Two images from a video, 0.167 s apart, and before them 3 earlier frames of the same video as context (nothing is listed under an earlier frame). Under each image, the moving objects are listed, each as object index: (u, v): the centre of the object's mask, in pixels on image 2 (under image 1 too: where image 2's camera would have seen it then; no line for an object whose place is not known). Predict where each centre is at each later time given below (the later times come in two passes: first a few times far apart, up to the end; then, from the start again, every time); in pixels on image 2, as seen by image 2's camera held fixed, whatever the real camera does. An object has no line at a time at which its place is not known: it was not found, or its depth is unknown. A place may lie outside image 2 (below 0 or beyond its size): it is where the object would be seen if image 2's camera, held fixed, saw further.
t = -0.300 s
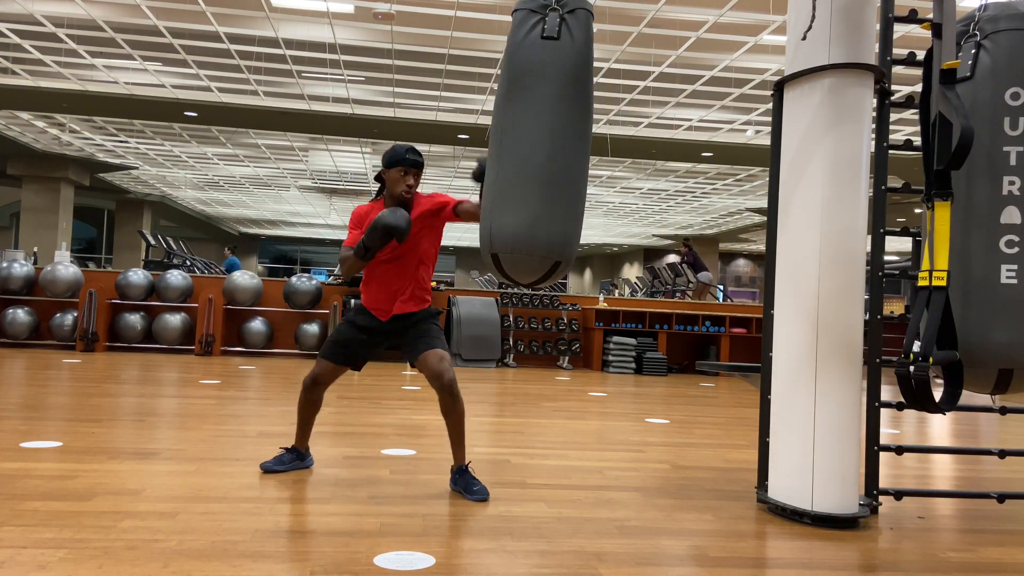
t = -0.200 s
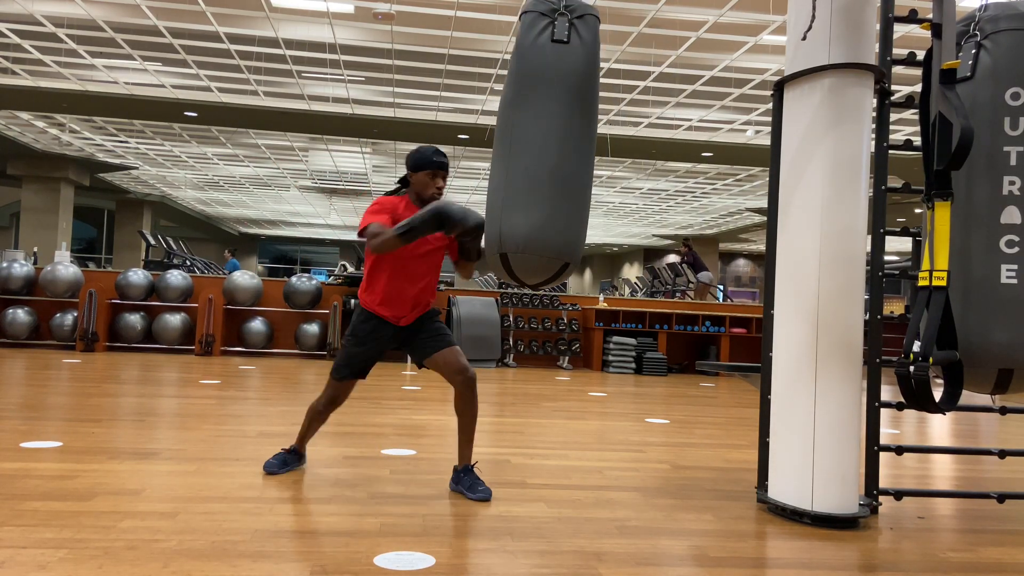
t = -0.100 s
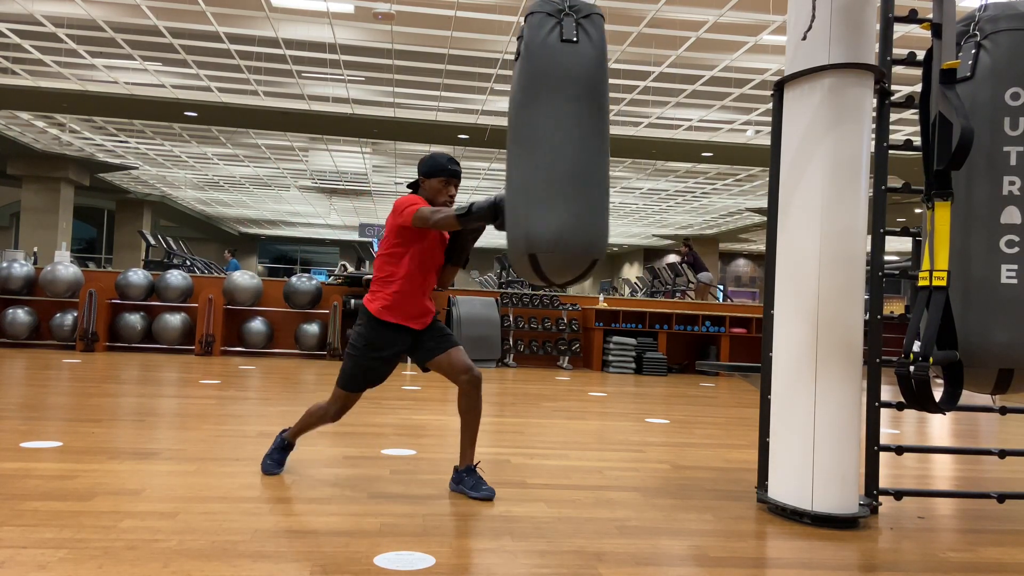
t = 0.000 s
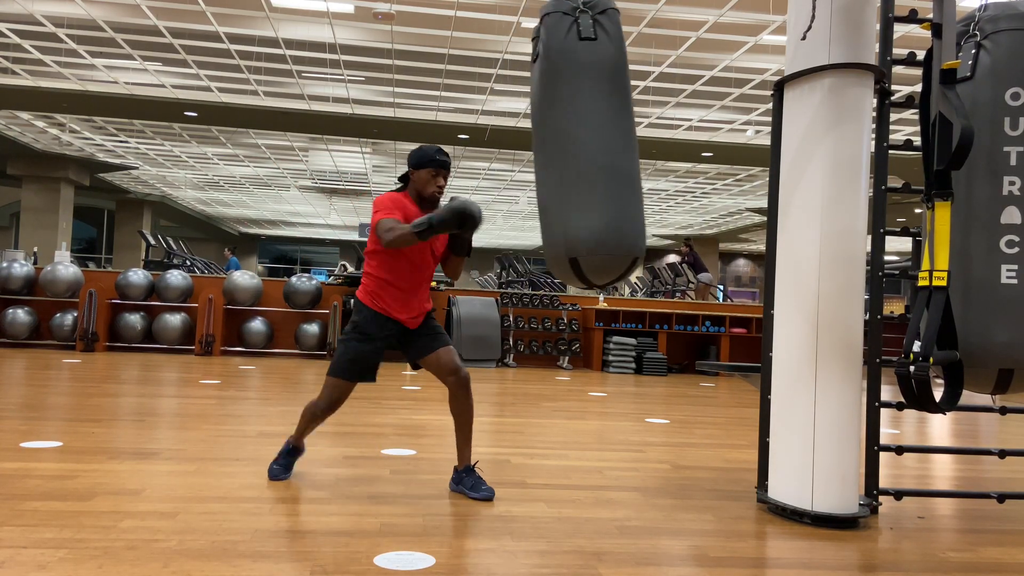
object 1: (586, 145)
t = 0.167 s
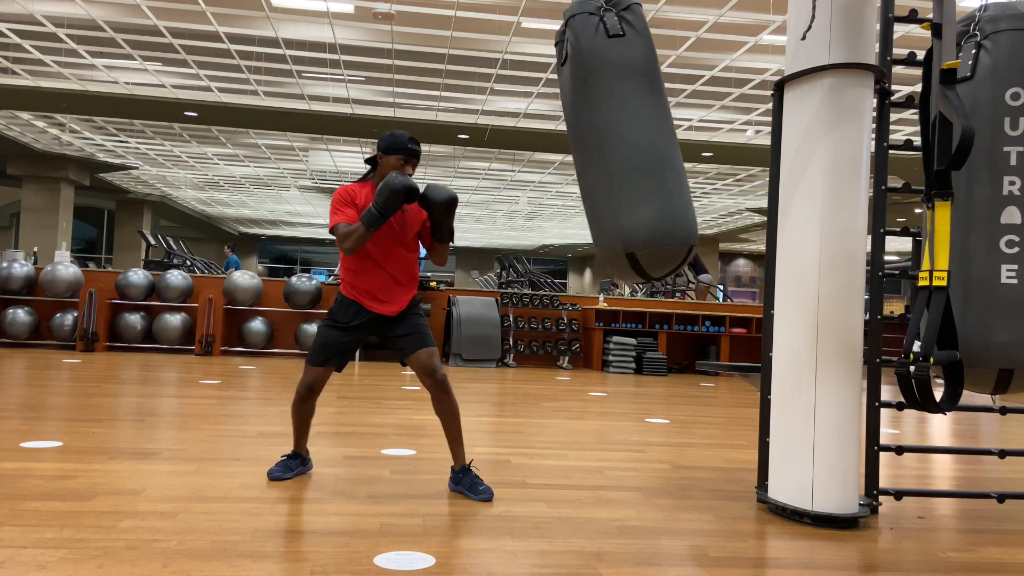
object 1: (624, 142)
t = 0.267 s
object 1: (637, 138)
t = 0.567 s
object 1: (638, 141)
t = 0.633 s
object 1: (630, 143)
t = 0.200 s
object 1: (629, 141)
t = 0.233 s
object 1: (633, 139)
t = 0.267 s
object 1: (637, 138)
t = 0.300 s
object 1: (641, 139)
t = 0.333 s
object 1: (644, 139)
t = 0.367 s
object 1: (646, 138)
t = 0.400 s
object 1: (648, 139)
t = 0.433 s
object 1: (648, 139)
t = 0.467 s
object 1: (646, 140)
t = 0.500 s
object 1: (644, 140)
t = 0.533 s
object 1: (641, 141)
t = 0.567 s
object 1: (638, 141)
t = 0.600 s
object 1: (634, 142)
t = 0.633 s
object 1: (630, 143)
